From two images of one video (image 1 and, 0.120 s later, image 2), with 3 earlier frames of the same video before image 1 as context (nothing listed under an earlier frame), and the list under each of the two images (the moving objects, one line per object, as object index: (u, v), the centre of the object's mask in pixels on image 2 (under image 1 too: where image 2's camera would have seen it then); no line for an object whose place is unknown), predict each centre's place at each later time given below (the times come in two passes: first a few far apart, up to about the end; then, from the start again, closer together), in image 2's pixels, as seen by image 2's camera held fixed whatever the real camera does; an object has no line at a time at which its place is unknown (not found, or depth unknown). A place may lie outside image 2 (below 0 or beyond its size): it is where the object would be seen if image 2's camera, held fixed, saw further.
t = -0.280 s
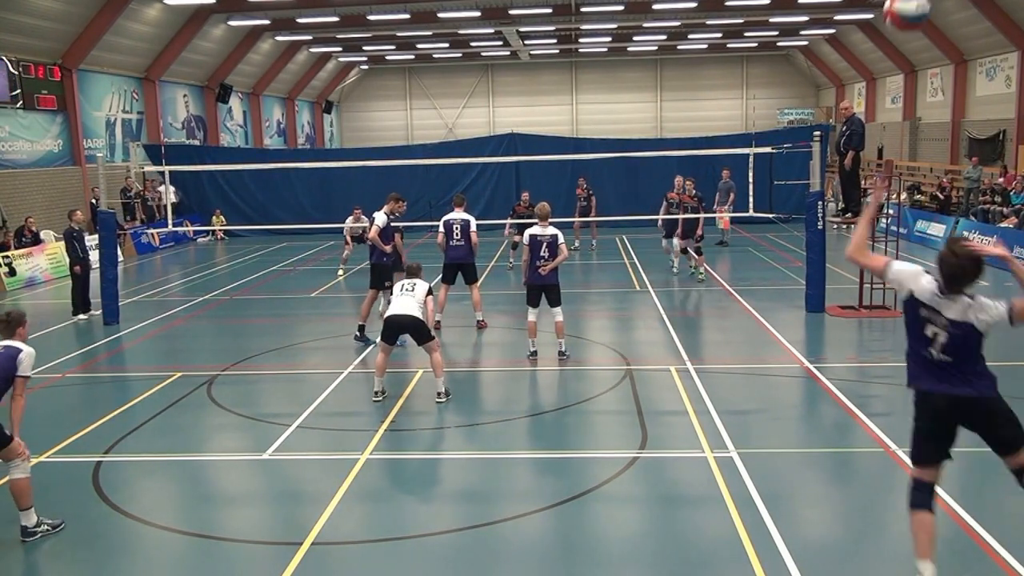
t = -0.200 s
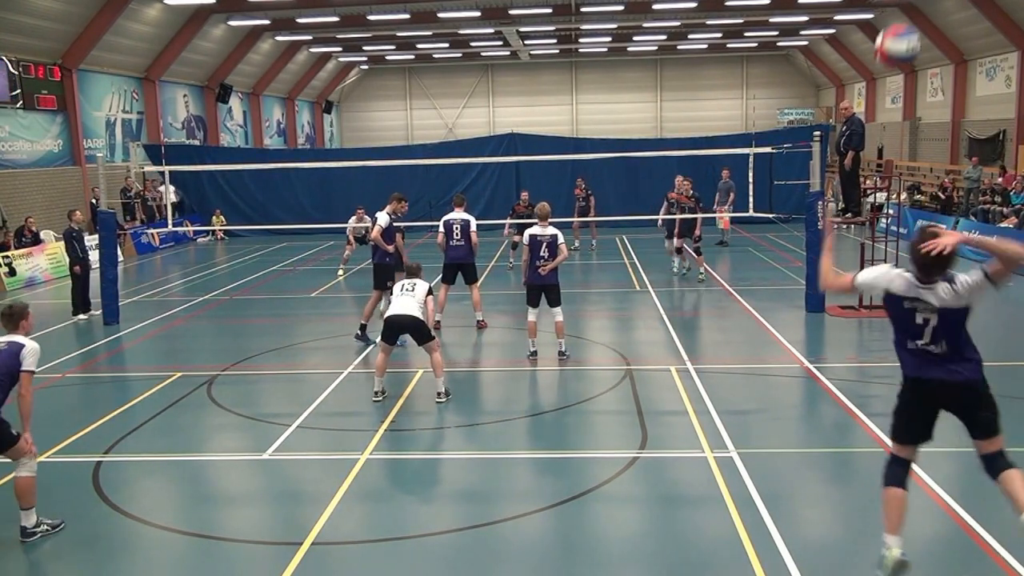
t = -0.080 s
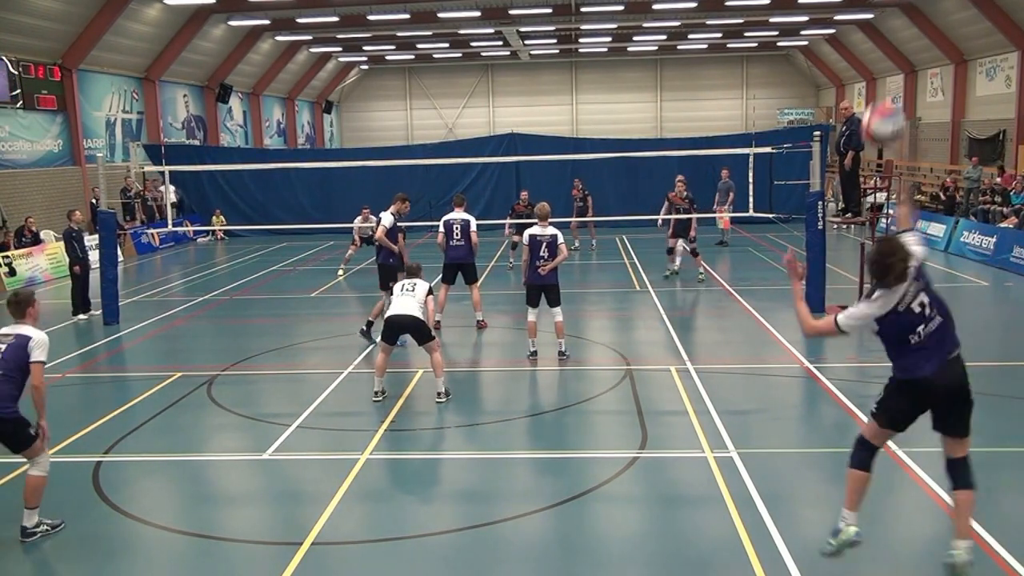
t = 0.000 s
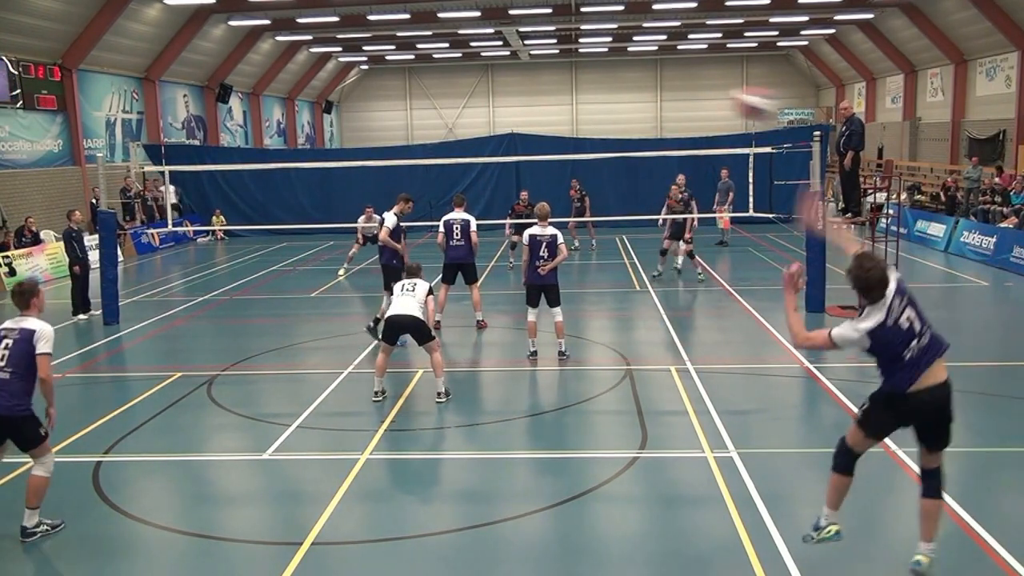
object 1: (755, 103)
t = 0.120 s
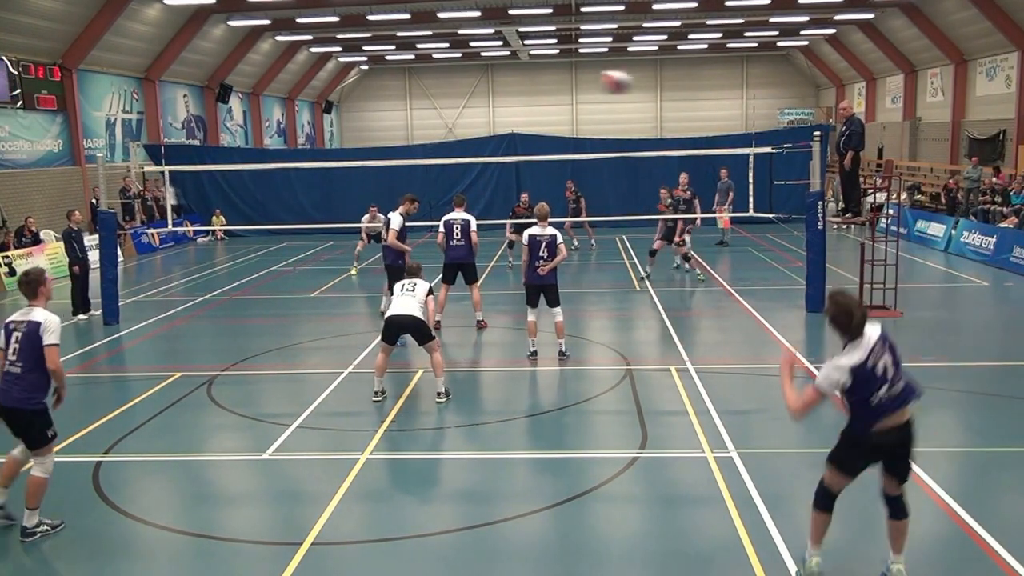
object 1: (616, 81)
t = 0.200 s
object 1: (556, 83)
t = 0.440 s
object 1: (452, 126)
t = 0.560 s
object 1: (420, 152)
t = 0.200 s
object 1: (556, 83)
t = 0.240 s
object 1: (533, 87)
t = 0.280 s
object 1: (512, 93)
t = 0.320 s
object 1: (494, 100)
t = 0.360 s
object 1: (478, 108)
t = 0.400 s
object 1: (464, 117)
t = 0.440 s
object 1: (452, 126)
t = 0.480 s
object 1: (442, 135)
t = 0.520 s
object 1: (430, 144)
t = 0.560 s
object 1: (420, 152)
